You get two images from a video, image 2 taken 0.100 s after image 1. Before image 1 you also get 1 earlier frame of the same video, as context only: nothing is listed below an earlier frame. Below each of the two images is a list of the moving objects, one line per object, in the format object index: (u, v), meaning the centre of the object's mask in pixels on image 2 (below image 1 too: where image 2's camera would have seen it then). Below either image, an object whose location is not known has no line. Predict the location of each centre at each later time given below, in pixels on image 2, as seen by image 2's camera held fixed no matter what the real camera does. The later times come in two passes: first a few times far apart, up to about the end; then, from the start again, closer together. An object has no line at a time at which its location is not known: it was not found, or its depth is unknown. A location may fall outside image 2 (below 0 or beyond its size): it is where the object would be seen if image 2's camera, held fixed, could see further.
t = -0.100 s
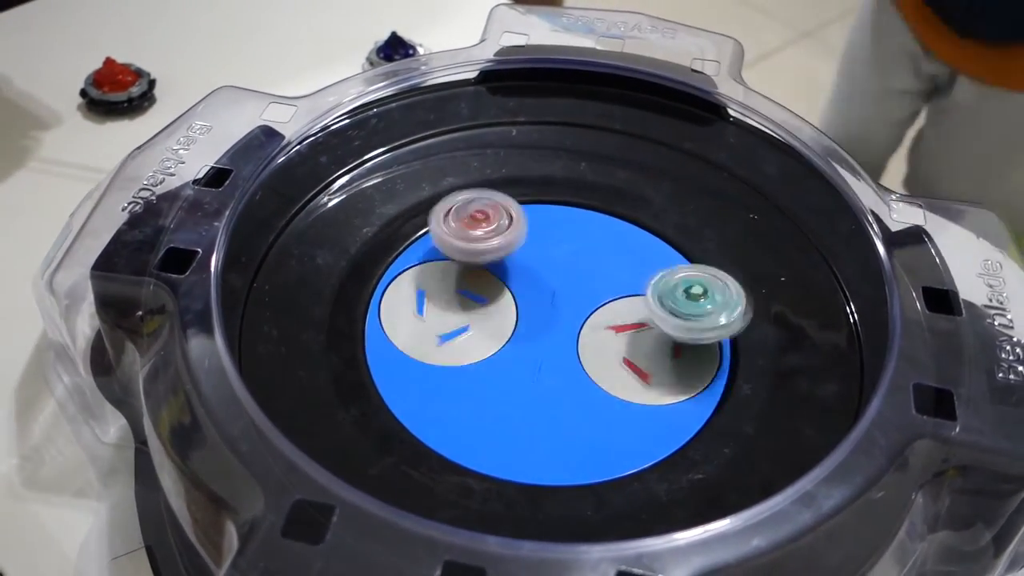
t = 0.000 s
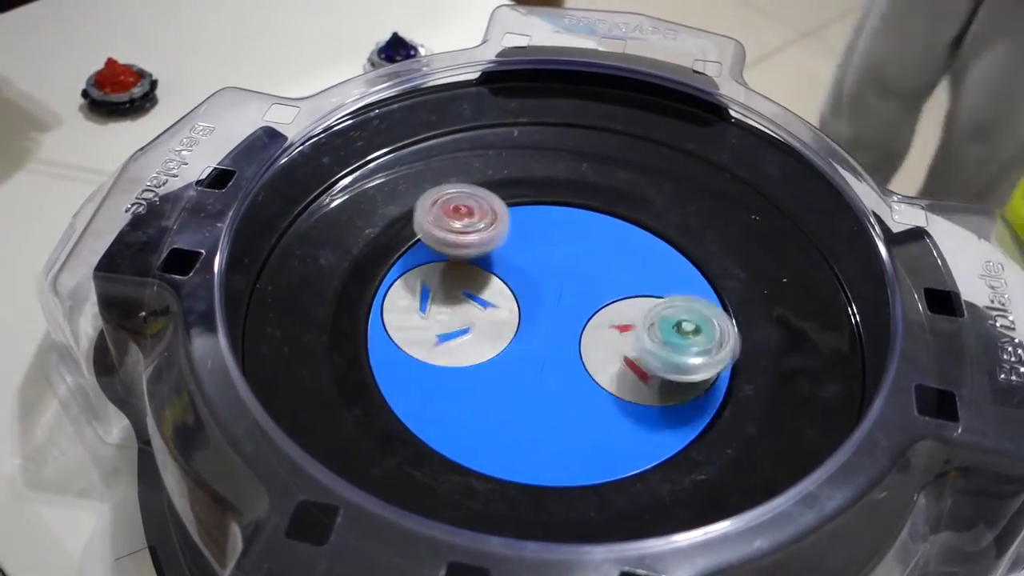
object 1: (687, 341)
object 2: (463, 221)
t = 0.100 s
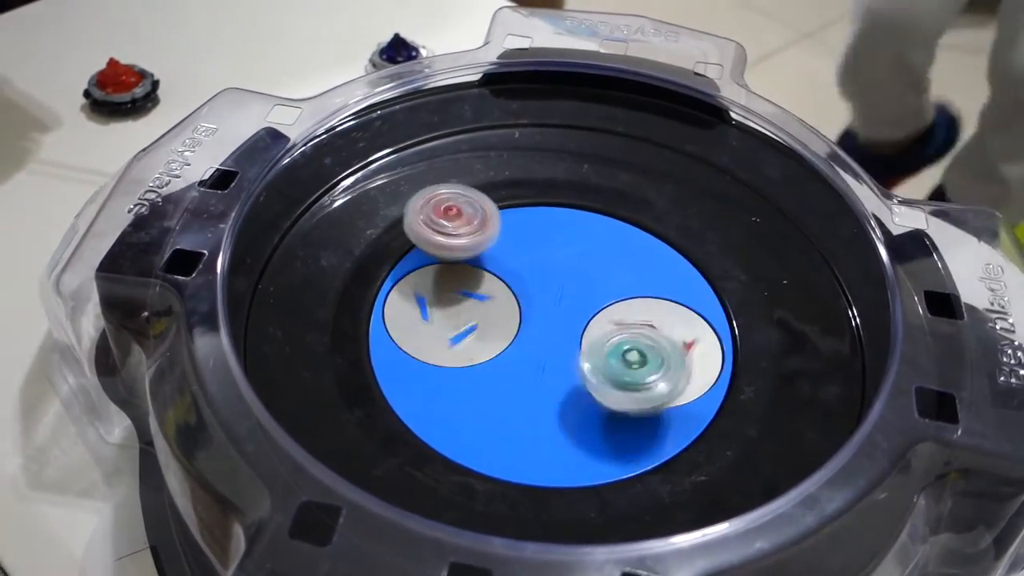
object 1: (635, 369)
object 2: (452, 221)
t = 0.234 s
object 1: (568, 361)
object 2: (444, 222)
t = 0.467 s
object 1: (528, 343)
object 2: (440, 231)
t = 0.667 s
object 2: (386, 305)
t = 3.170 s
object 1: (455, 217)
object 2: (603, 264)
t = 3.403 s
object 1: (453, 206)
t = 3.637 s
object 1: (472, 216)
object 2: (646, 268)
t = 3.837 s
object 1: (489, 240)
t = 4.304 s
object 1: (410, 226)
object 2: (634, 237)
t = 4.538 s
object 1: (392, 250)
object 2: (654, 222)
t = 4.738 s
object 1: (403, 299)
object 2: (664, 228)
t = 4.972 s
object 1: (552, 311)
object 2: (646, 248)
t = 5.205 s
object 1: (576, 320)
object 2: (636, 238)
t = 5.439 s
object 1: (570, 334)
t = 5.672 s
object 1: (550, 331)
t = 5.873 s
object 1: (557, 320)
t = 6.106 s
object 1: (565, 301)
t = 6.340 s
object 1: (586, 305)
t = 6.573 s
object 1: (614, 268)
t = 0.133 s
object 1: (612, 369)
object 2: (449, 222)
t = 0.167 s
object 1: (594, 366)
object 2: (447, 222)
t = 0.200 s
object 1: (580, 364)
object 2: (445, 222)
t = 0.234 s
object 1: (568, 361)
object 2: (444, 222)
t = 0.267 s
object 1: (560, 359)
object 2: (442, 223)
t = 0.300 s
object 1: (553, 357)
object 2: (441, 223)
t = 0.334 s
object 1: (546, 355)
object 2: (440, 224)
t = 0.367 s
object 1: (542, 353)
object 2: (440, 224)
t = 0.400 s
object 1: (537, 350)
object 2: (440, 225)
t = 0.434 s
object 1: (532, 347)
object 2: (441, 227)
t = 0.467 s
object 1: (528, 343)
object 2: (440, 231)
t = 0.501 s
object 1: (524, 340)
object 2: (433, 234)
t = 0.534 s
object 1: (520, 335)
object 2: (421, 241)
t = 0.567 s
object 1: (516, 331)
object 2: (405, 250)
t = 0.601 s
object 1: (513, 325)
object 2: (389, 264)
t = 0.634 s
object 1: (513, 320)
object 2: (383, 285)
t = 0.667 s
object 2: (386, 305)
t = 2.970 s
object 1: (518, 282)
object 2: (597, 231)
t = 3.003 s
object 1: (510, 273)
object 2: (601, 236)
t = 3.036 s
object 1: (500, 260)
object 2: (604, 241)
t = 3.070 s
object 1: (488, 248)
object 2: (605, 246)
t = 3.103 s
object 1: (477, 236)
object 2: (605, 252)
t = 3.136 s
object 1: (465, 225)
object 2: (605, 257)
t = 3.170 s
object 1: (455, 217)
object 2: (603, 264)
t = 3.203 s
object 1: (450, 213)
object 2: (600, 270)
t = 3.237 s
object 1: (451, 211)
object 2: (598, 276)
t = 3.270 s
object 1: (450, 209)
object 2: (598, 279)
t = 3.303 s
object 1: (449, 208)
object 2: (600, 280)
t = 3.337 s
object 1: (450, 208)
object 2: (605, 276)
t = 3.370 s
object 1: (452, 207)
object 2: (611, 270)
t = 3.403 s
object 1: (453, 206)
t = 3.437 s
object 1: (454, 206)
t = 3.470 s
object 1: (458, 207)
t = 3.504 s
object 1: (460, 208)
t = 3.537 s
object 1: (462, 209)
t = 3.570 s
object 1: (466, 212)
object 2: (646, 259)
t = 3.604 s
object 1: (470, 214)
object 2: (646, 264)
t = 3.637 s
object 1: (472, 216)
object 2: (646, 268)
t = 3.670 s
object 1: (474, 219)
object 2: (647, 271)
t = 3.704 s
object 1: (480, 224)
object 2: (648, 269)
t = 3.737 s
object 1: (482, 227)
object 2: (648, 265)
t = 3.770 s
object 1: (483, 231)
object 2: (649, 263)
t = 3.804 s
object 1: (486, 237)
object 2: (649, 265)
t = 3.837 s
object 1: (489, 240)
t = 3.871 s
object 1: (487, 245)
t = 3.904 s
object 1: (486, 250)
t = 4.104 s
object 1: (466, 247)
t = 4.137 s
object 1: (459, 240)
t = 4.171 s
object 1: (451, 235)
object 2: (637, 258)
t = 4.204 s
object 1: (441, 231)
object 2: (635, 253)
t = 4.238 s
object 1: (431, 227)
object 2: (634, 247)
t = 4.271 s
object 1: (421, 226)
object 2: (633, 242)
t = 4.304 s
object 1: (410, 226)
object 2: (634, 237)
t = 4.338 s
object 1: (403, 228)
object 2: (637, 233)
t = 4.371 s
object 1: (398, 229)
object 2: (640, 230)
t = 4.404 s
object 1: (391, 231)
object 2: (642, 227)
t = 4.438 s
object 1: (389, 235)
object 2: (645, 225)
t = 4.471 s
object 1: (390, 241)
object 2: (647, 224)
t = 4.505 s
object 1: (390, 246)
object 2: (651, 223)
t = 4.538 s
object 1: (392, 250)
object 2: (654, 222)
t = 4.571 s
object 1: (394, 253)
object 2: (656, 221)
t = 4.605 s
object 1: (396, 258)
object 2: (658, 222)
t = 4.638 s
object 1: (402, 264)
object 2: (661, 223)
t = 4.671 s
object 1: (405, 271)
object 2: (664, 225)
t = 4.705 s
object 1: (403, 283)
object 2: (665, 226)
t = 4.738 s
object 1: (403, 299)
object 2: (664, 228)
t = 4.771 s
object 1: (404, 315)
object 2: (664, 231)
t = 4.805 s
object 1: (422, 327)
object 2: (663, 234)
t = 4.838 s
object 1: (449, 335)
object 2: (662, 236)
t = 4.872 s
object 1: (478, 333)
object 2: (659, 239)
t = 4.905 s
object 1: (508, 327)
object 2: (655, 242)
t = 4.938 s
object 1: (531, 318)
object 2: (650, 246)
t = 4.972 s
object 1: (552, 311)
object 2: (646, 248)
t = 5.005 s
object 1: (572, 306)
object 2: (640, 249)
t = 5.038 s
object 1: (572, 307)
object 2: (645, 245)
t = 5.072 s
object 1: (572, 312)
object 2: (648, 243)
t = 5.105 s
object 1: (572, 314)
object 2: (646, 242)
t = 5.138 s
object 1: (573, 316)
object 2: (641, 241)
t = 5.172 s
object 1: (576, 317)
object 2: (638, 239)
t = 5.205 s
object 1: (576, 320)
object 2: (636, 238)
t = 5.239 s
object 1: (578, 323)
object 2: (632, 236)
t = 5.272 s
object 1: (576, 325)
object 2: (628, 234)
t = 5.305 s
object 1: (577, 328)
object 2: (626, 233)
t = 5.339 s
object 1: (576, 329)
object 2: (623, 231)
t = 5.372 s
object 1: (573, 332)
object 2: (619, 229)
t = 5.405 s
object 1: (573, 333)
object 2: (616, 227)
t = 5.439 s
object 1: (570, 334)
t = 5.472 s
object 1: (569, 335)
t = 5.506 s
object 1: (564, 335)
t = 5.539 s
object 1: (564, 336)
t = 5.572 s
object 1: (559, 335)
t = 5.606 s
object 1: (556, 335)
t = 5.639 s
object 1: (554, 332)
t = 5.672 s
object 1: (550, 331)
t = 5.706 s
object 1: (554, 331)
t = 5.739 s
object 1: (555, 330)
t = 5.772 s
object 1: (557, 328)
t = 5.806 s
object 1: (558, 325)
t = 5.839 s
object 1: (557, 323)
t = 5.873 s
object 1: (557, 320)
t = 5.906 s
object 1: (557, 317)
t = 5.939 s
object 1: (558, 314)
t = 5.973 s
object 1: (557, 310)
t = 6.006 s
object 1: (560, 308)
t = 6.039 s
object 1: (562, 307)
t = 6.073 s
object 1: (565, 303)
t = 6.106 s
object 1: (565, 301)
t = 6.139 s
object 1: (570, 300)
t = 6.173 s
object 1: (571, 298)
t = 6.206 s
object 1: (575, 299)
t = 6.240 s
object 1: (577, 300)
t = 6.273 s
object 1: (579, 301)
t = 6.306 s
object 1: (582, 301)
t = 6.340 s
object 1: (586, 305)
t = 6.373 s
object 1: (592, 304)
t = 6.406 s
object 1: (595, 304)
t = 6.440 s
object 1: (598, 298)
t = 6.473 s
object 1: (598, 292)
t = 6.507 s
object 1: (600, 282)
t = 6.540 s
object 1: (604, 272)
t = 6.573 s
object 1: (614, 268)
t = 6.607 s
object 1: (633, 267)
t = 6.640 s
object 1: (652, 265)
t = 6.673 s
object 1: (672, 265)
